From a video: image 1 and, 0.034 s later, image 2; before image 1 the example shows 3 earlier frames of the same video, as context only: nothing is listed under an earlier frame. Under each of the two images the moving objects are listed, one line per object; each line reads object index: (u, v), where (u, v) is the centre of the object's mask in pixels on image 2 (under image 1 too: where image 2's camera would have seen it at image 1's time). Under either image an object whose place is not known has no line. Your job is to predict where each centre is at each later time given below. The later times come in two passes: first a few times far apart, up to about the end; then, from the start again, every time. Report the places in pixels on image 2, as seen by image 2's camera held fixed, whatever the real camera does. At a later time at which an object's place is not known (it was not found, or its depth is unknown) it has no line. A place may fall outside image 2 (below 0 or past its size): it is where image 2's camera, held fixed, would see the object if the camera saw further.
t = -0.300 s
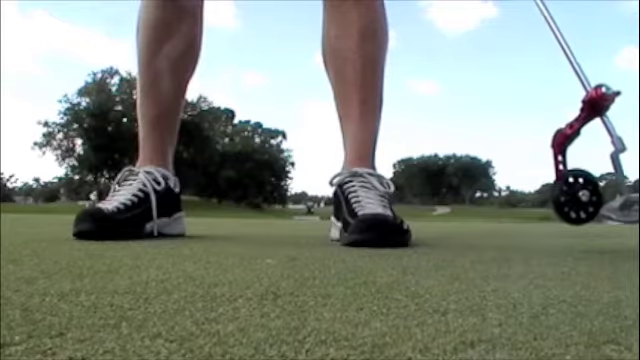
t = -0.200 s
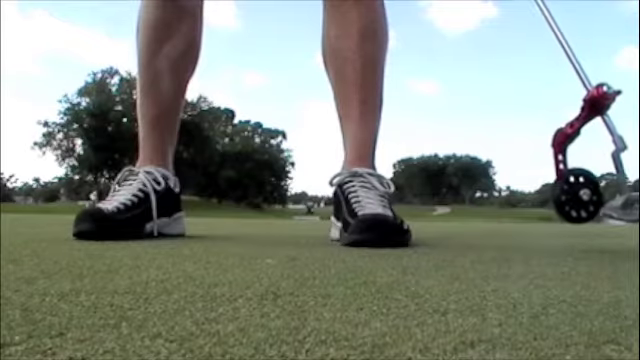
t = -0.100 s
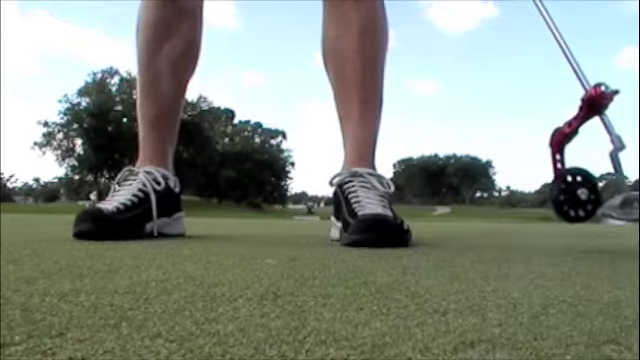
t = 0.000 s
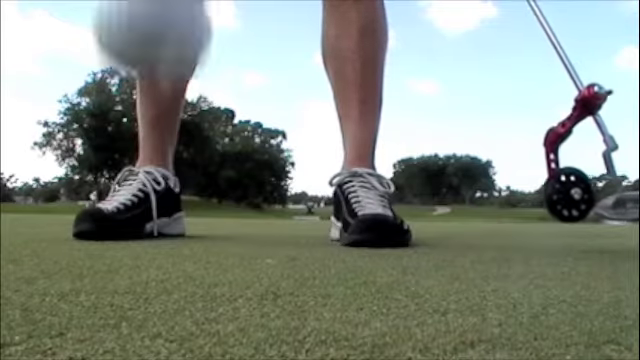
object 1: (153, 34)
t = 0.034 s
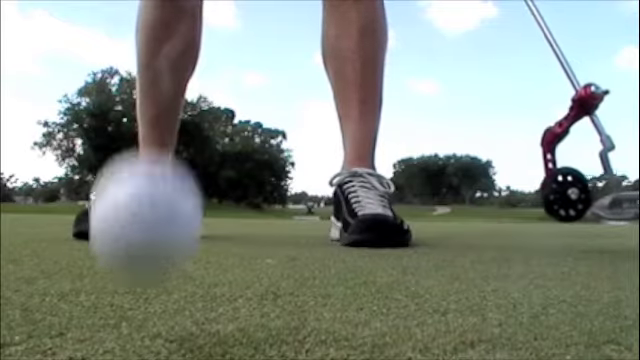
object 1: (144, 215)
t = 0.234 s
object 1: (129, 266)
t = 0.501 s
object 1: (131, 259)
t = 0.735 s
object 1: (139, 253)
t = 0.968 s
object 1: (149, 250)
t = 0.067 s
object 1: (142, 256)
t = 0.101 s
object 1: (140, 216)
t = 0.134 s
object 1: (136, 203)
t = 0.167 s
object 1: (133, 214)
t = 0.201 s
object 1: (131, 250)
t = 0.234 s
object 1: (129, 266)
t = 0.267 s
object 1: (127, 255)
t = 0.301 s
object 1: (126, 269)
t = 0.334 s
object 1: (127, 264)
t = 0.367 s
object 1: (128, 264)
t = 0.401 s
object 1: (128, 263)
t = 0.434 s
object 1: (129, 262)
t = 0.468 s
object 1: (130, 261)
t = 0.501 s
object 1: (131, 259)
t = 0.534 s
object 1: (132, 257)
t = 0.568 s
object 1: (133, 256)
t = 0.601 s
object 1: (134, 255)
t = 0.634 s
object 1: (135, 254)
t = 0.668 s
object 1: (135, 254)
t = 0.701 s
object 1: (137, 253)
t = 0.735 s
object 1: (139, 253)
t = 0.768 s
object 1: (140, 252)
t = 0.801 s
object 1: (142, 252)
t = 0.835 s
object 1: (144, 251)
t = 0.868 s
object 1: (145, 250)
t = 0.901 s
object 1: (146, 250)
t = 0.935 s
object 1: (148, 250)
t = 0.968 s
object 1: (149, 250)
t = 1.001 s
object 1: (150, 250)
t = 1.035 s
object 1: (151, 251)
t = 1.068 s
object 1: (152, 250)
